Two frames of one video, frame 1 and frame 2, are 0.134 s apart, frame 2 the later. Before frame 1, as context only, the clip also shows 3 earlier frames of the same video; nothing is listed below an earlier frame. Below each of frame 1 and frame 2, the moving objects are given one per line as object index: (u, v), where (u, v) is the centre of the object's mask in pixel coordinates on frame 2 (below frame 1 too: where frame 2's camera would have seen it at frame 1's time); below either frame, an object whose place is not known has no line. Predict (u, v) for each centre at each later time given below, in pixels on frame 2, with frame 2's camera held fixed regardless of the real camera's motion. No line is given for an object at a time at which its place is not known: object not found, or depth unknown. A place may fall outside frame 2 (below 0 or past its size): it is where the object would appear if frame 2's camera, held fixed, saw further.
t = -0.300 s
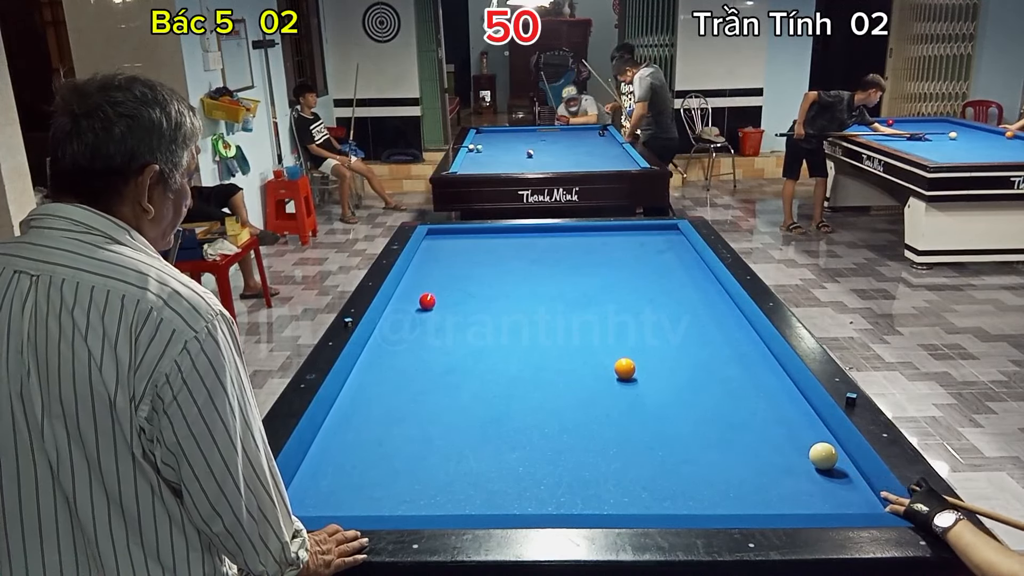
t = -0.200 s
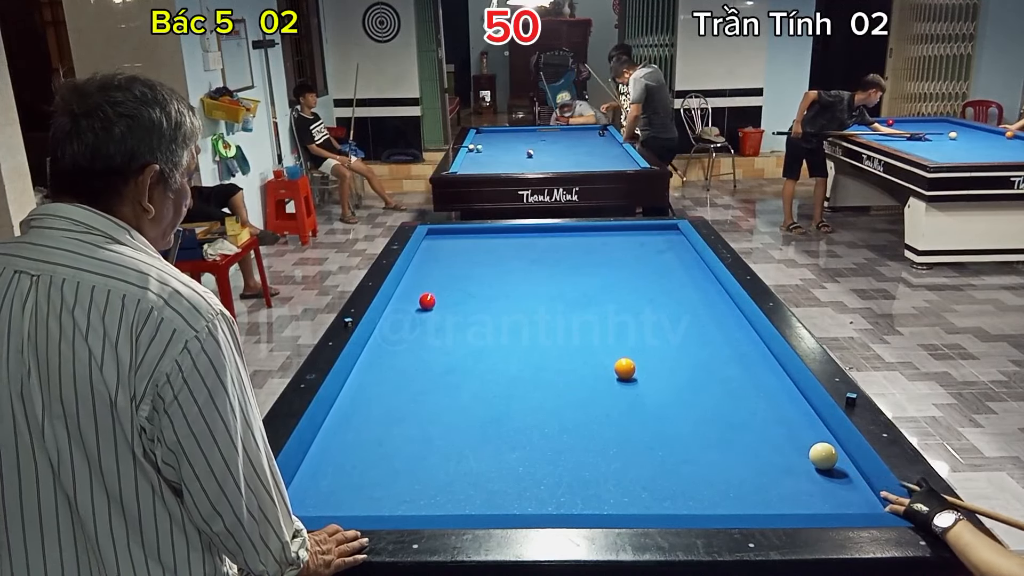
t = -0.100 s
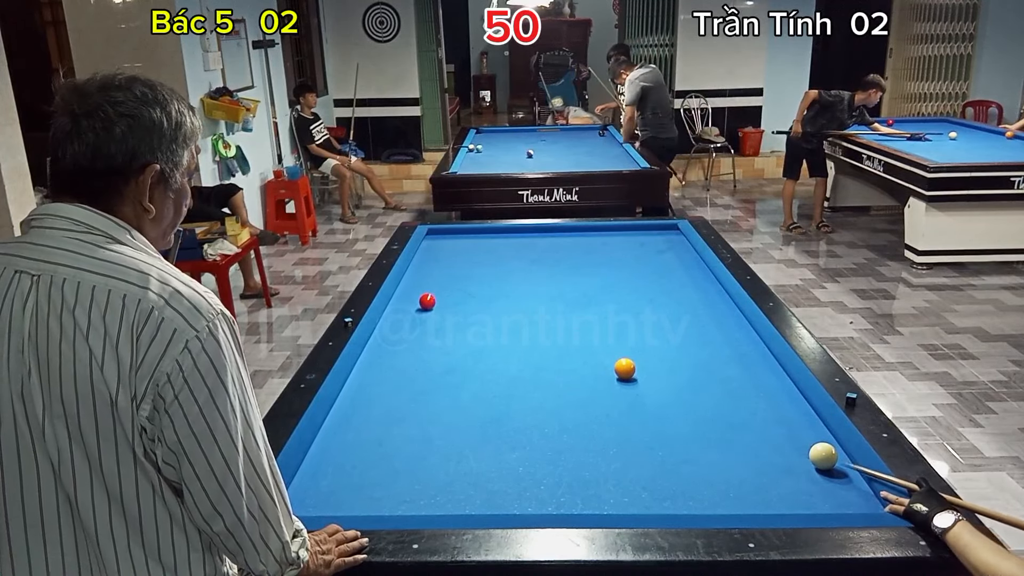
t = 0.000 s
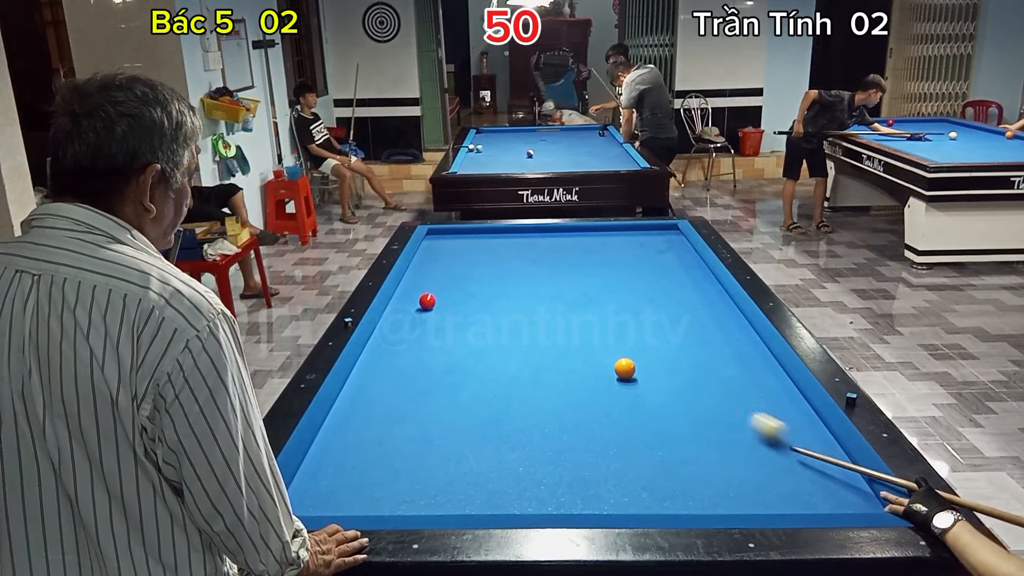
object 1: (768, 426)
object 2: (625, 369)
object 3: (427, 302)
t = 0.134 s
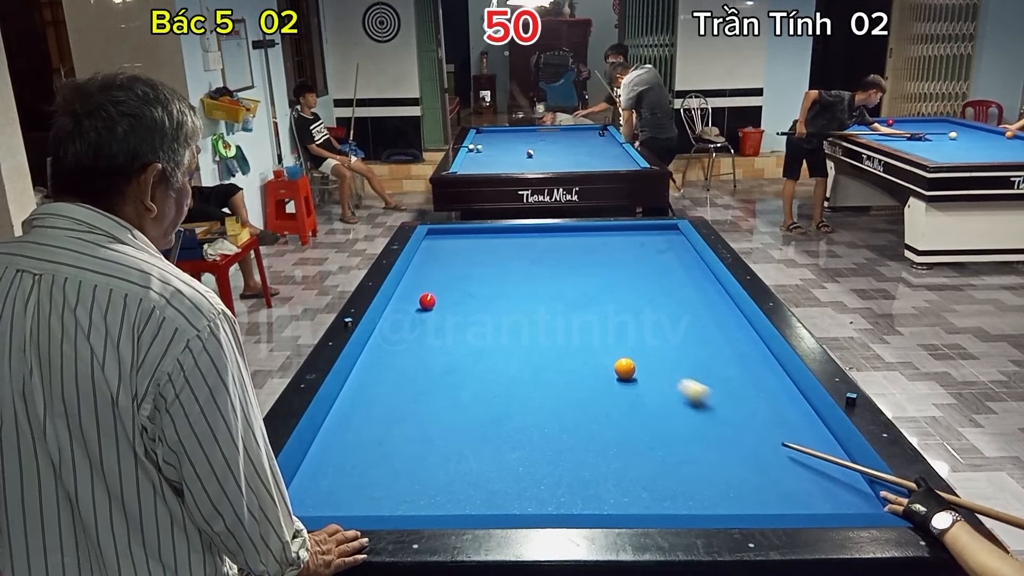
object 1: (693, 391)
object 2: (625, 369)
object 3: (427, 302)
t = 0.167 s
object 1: (678, 383)
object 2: (625, 369)
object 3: (427, 302)
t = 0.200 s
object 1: (662, 376)
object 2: (625, 369)
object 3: (427, 302)
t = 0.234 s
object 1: (649, 370)
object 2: (624, 369)
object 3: (427, 302)
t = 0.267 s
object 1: (645, 364)
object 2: (613, 367)
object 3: (427, 302)
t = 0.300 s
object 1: (644, 359)
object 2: (601, 366)
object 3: (427, 302)
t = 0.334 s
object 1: (642, 353)
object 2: (590, 366)
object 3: (427, 302)
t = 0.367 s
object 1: (638, 348)
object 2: (579, 365)
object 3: (427, 302)
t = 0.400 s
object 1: (635, 343)
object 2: (570, 364)
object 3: (427, 302)
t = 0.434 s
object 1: (632, 338)
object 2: (561, 364)
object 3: (427, 302)
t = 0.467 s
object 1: (629, 333)
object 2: (551, 363)
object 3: (427, 302)
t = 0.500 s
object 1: (625, 328)
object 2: (542, 363)
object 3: (427, 302)
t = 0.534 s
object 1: (622, 324)
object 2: (533, 362)
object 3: (427, 302)
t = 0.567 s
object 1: (619, 320)
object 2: (524, 361)
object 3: (427, 302)
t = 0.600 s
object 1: (616, 315)
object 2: (515, 361)
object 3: (427, 302)
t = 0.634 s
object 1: (613, 311)
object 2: (506, 360)
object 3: (427, 302)
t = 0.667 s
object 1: (611, 308)
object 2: (497, 360)
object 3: (427, 302)
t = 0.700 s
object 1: (608, 304)
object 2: (489, 359)
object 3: (427, 302)
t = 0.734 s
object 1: (606, 300)
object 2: (480, 358)
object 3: (427, 302)
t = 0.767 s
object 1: (603, 297)
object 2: (471, 358)
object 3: (427, 302)
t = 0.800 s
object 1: (601, 293)
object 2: (463, 357)
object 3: (427, 302)
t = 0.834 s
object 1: (598, 290)
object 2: (454, 357)
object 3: (427, 302)
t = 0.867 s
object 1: (596, 286)
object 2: (446, 356)
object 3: (427, 302)
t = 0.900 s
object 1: (594, 283)
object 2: (437, 356)
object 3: (427, 301)
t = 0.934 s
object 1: (592, 280)
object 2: (429, 355)
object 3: (427, 301)
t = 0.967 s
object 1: (590, 277)
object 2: (420, 355)
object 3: (426, 302)
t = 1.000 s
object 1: (588, 274)
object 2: (412, 354)
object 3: (427, 302)
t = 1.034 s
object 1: (586, 271)
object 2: (404, 353)
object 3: (427, 302)
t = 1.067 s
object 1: (584, 268)
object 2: (396, 353)
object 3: (427, 302)
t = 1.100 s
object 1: (582, 265)
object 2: (388, 352)
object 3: (427, 302)
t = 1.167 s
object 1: (578, 260)
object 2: (372, 351)
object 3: (427, 302)
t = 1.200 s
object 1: (576, 257)
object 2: (375, 351)
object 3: (427, 302)
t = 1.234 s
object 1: (575, 255)
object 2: (381, 350)
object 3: (427, 302)
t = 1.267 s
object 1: (573, 252)
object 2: (387, 350)
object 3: (427, 302)
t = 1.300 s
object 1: (571, 250)
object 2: (392, 349)
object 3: (427, 302)
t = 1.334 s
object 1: (570, 247)
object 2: (397, 348)
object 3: (427, 302)
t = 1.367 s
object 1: (568, 245)
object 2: (402, 348)
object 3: (427, 302)
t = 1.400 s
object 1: (567, 243)
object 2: (407, 347)
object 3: (427, 302)
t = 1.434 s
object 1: (565, 241)
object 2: (413, 347)
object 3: (427, 302)
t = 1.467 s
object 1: (564, 239)
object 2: (418, 346)
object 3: (427, 302)
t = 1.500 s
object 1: (562, 237)
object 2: (422, 346)
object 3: (427, 302)
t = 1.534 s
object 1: (561, 235)
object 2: (427, 345)
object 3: (427, 302)
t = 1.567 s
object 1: (559, 233)
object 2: (432, 345)
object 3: (427, 302)
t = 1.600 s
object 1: (558, 231)
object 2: (437, 344)
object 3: (427, 302)
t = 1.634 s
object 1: (556, 229)
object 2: (442, 343)
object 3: (427, 302)
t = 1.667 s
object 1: (554, 230)
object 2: (446, 343)
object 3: (427, 302)
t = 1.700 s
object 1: (551, 231)
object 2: (451, 342)
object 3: (427, 302)
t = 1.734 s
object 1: (547, 233)
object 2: (456, 342)
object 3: (427, 302)
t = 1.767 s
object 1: (544, 234)
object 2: (461, 341)
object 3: (427, 302)
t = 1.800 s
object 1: (541, 236)
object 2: (465, 341)
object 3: (427, 302)
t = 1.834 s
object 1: (538, 237)
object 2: (470, 340)
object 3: (427, 301)
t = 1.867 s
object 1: (535, 238)
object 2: (474, 339)
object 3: (426, 302)
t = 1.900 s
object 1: (531, 239)
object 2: (479, 339)
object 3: (427, 302)
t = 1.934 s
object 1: (528, 240)
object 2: (484, 339)
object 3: (426, 302)
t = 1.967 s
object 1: (524, 242)
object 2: (488, 338)
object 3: (427, 302)
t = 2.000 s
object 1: (521, 243)
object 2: (492, 338)
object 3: (427, 302)
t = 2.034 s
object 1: (518, 244)
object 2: (497, 337)
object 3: (427, 302)
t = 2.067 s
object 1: (514, 245)
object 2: (501, 337)
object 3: (427, 302)
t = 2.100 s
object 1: (511, 247)
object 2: (506, 336)
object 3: (426, 302)
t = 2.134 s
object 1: (508, 248)
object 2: (510, 335)
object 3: (427, 302)
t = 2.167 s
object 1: (504, 249)
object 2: (514, 335)
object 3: (427, 302)
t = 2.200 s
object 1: (501, 250)
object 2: (519, 335)
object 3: (427, 302)
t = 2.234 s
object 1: (497, 252)
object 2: (523, 334)
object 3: (427, 302)
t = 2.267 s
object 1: (493, 253)
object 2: (527, 334)
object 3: (427, 302)
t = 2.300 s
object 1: (490, 254)
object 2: (531, 333)
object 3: (427, 302)
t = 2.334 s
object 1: (486, 256)
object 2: (535, 333)
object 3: (426, 302)
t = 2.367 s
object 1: (483, 257)
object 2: (540, 333)
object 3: (427, 302)
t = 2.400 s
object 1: (479, 258)
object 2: (544, 332)
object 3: (427, 302)
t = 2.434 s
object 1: (475, 260)
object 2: (548, 331)
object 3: (427, 302)
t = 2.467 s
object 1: (471, 261)
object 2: (552, 331)
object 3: (427, 302)
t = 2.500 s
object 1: (467, 263)
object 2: (556, 330)
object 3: (427, 302)
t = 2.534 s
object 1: (464, 264)
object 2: (560, 330)
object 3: (427, 302)
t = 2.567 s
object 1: (459, 266)
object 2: (564, 330)
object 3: (427, 302)
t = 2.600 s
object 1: (456, 267)
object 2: (568, 329)
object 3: (427, 302)
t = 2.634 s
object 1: (452, 268)
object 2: (572, 329)
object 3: (427, 302)
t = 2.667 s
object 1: (448, 270)
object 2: (576, 328)
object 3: (427, 302)
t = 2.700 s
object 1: (444, 271)
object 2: (580, 328)
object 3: (427, 302)
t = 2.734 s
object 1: (440, 273)
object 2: (584, 328)
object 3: (427, 302)
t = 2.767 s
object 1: (436, 274)
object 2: (588, 327)
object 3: (427, 302)
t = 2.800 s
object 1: (431, 276)
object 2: (592, 327)
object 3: (427, 302)
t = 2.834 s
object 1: (427, 277)
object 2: (596, 326)
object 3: (427, 302)
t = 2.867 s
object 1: (423, 279)
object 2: (600, 326)
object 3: (427, 302)
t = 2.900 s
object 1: (419, 281)
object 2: (603, 326)
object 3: (427, 302)
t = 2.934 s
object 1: (414, 282)
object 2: (607, 325)
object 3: (427, 302)
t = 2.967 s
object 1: (409, 284)
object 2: (611, 325)
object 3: (427, 302)
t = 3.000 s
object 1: (405, 285)
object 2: (614, 324)
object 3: (427, 302)
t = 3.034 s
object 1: (406, 287)
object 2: (619, 324)
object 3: (427, 302)
